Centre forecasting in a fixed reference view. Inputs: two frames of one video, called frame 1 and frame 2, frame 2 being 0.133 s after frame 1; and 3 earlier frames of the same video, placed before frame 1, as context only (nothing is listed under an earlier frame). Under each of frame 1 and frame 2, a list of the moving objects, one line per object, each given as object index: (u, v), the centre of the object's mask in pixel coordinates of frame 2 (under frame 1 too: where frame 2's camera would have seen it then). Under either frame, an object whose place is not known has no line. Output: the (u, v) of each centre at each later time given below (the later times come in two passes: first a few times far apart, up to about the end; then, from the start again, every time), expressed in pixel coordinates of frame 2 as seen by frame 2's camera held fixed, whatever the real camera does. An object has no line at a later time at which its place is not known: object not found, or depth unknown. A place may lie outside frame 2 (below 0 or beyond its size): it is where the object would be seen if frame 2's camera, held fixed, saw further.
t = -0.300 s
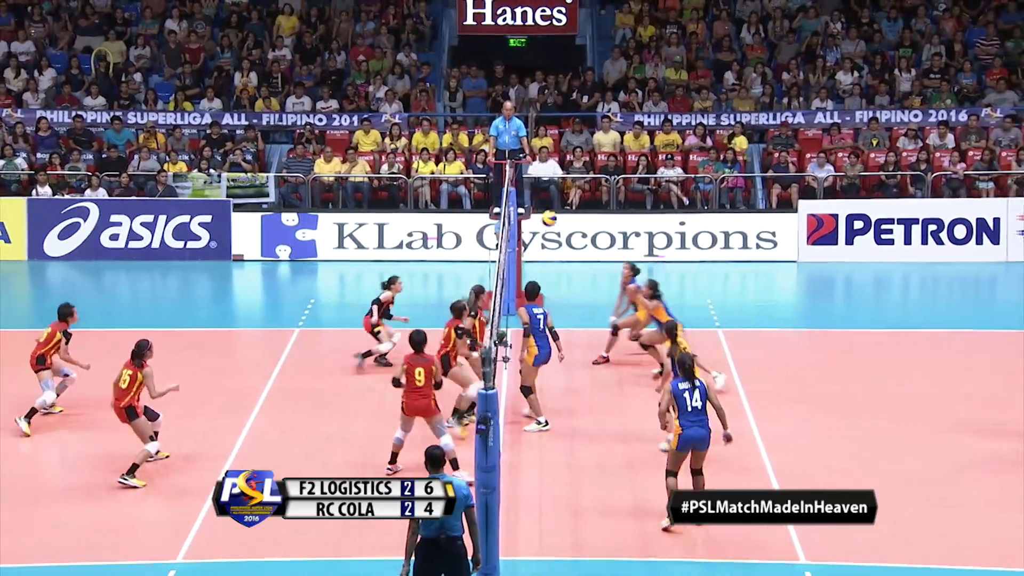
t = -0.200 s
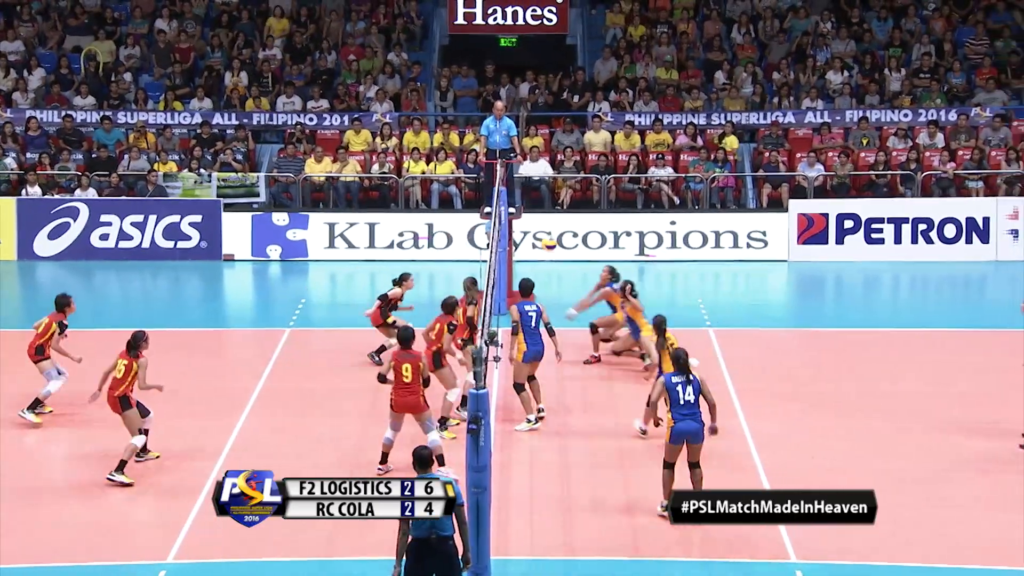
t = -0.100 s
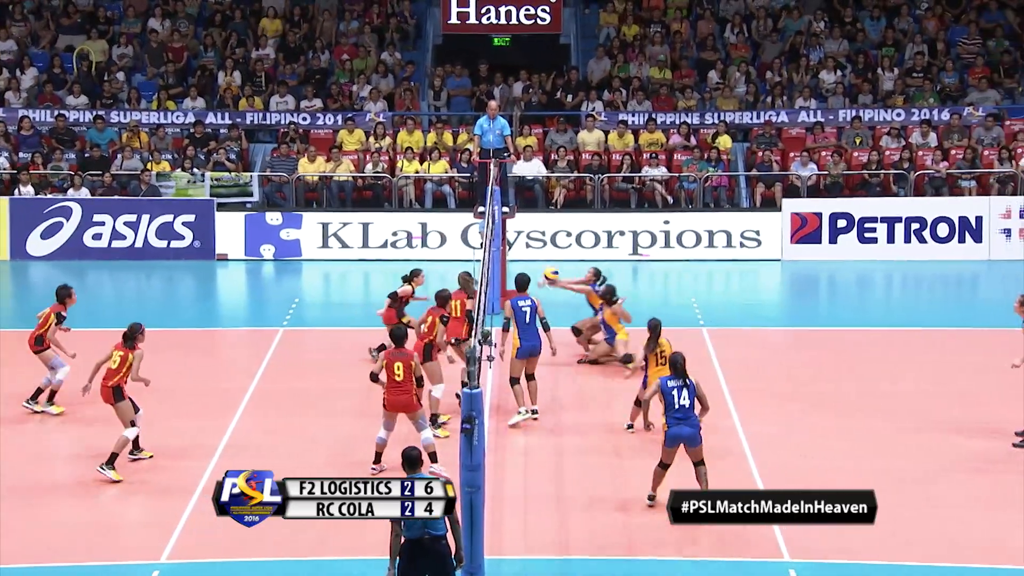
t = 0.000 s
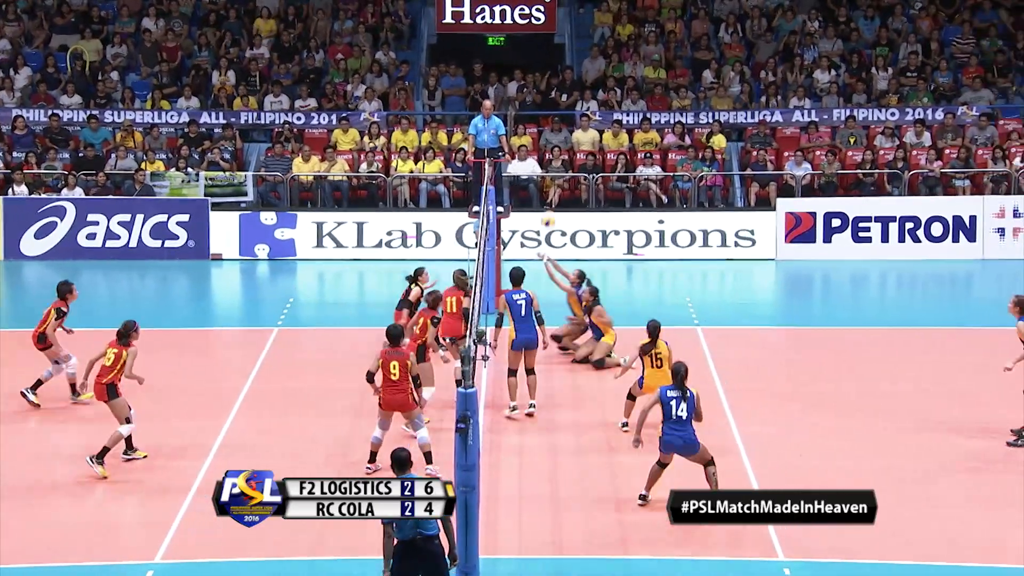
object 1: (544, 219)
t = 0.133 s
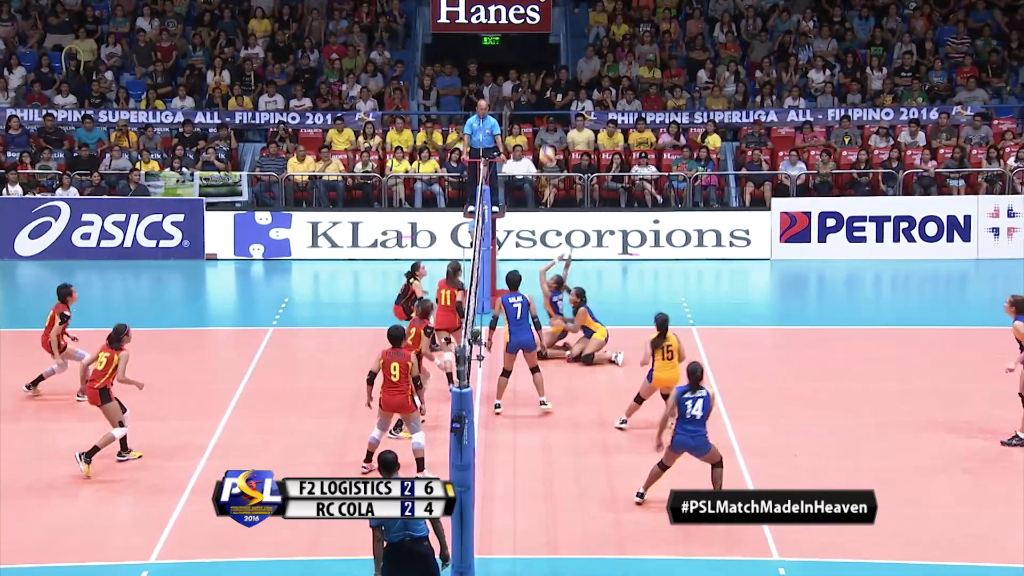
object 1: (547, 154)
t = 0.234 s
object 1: (549, 114)
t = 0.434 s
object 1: (554, 57)
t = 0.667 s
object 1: (559, 28)
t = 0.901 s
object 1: (565, 41)
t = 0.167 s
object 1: (548, 140)
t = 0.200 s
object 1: (548, 127)
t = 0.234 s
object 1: (549, 114)
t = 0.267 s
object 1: (549, 102)
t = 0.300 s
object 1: (550, 91)
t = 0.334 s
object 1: (551, 82)
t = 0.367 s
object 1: (552, 73)
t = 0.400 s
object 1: (553, 65)
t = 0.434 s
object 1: (554, 57)
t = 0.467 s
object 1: (555, 50)
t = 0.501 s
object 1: (555, 45)
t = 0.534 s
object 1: (556, 40)
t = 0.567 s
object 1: (557, 35)
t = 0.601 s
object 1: (558, 32)
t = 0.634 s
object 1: (558, 29)
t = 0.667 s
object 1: (559, 28)
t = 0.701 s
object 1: (560, 27)
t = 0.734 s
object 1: (561, 27)
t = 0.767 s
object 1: (562, 28)
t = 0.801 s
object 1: (563, 30)
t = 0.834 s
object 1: (563, 33)
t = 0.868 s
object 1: (564, 36)
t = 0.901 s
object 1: (565, 41)
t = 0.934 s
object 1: (566, 46)
